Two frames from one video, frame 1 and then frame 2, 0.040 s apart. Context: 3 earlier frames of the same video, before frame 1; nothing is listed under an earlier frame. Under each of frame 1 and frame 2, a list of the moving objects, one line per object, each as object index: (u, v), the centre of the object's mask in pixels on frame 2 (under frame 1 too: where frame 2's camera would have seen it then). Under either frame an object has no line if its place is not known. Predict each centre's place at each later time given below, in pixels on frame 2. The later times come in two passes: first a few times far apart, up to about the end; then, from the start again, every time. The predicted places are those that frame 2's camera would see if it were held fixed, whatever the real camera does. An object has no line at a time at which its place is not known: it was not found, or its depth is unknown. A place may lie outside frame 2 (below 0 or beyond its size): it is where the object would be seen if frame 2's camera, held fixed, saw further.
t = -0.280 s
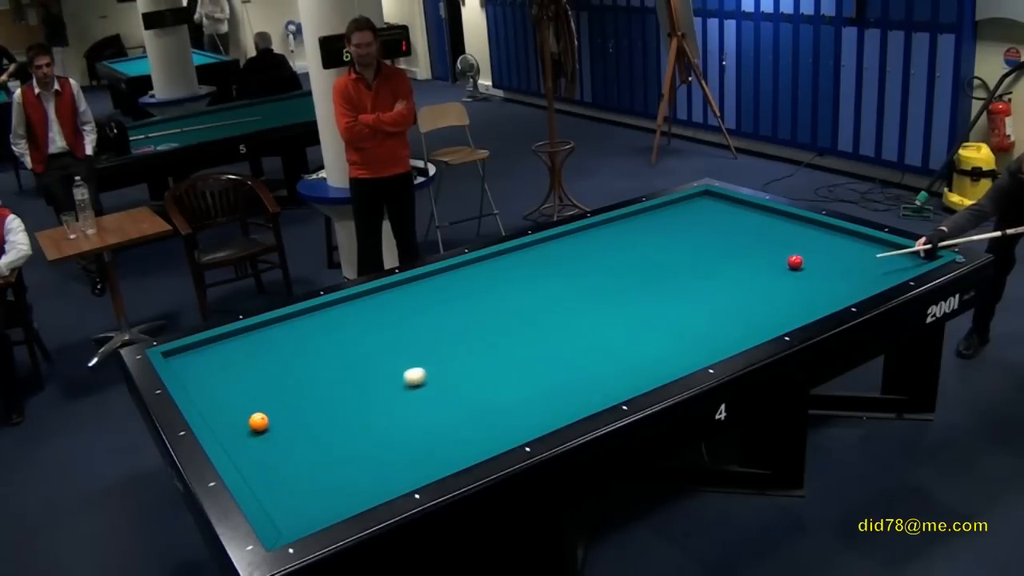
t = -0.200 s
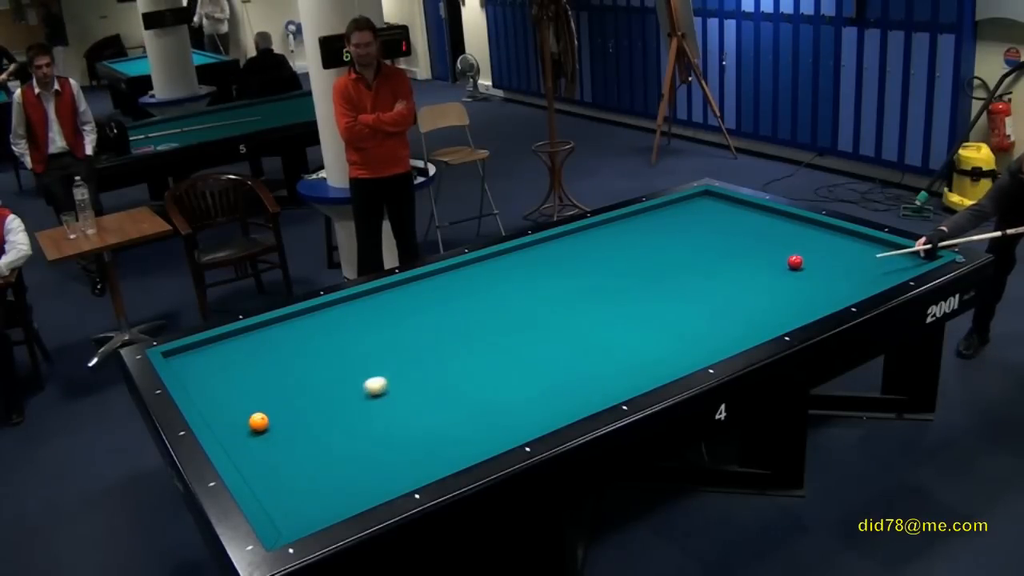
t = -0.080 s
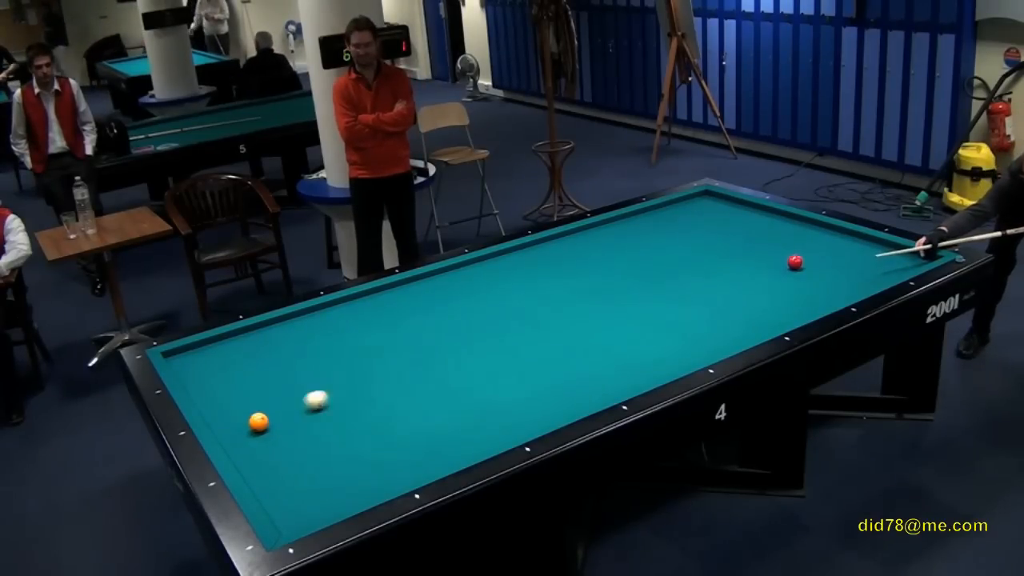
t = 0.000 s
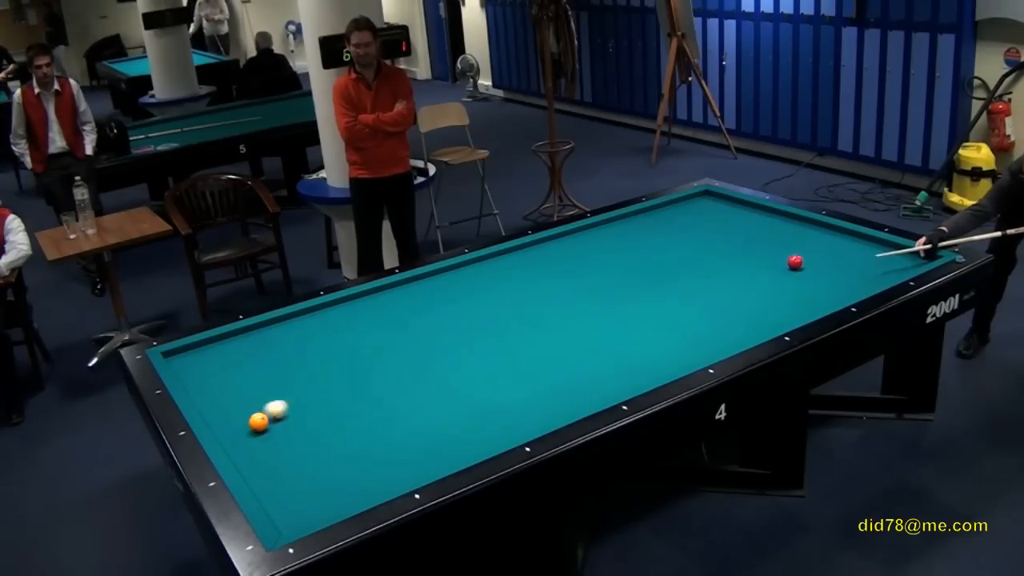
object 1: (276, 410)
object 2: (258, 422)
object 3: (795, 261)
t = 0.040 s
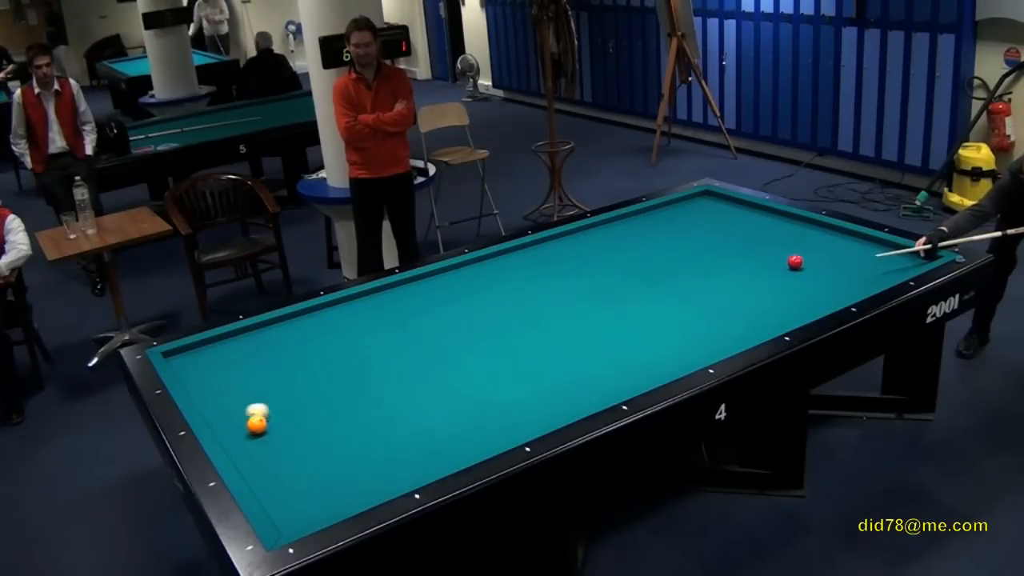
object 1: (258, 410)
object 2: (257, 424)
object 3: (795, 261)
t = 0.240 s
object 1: (226, 398)
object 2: (242, 443)
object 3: (795, 261)
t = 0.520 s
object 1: (262, 355)
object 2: (250, 455)
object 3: (795, 261)
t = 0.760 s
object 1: (285, 325)
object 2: (269, 459)
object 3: (795, 262)
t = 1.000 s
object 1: (325, 314)
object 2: (287, 463)
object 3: (795, 261)
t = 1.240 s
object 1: (375, 311)
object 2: (305, 468)
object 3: (795, 261)
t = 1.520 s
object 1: (432, 307)
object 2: (326, 472)
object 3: (795, 261)
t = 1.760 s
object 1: (480, 304)
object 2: (344, 477)
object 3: (795, 261)
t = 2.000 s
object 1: (527, 301)
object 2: (361, 480)
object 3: (795, 261)
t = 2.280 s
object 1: (582, 297)
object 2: (380, 484)
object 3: (795, 261)
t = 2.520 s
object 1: (630, 295)
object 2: (389, 481)
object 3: (795, 261)
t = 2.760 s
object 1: (676, 292)
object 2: (392, 476)
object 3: (795, 261)
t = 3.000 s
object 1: (722, 289)
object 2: (394, 471)
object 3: (795, 261)
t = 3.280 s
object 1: (774, 286)
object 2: (395, 465)
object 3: (795, 262)
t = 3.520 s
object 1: (817, 283)
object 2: (397, 460)
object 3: (795, 262)
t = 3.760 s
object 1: (860, 280)
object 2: (398, 456)
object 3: (795, 262)
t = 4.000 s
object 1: (890, 274)
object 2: (399, 453)
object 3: (795, 262)
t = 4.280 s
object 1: (898, 264)
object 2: (400, 449)
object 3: (795, 262)
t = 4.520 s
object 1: (903, 255)
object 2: (400, 447)
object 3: (795, 262)
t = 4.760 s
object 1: (902, 250)
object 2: (401, 445)
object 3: (795, 262)
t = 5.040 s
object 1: (887, 252)
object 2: (401, 444)
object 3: (795, 262)
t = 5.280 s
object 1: (875, 253)
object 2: (401, 443)
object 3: (795, 262)
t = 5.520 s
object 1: (863, 255)
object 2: (401, 442)
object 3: (795, 261)
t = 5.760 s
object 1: (852, 256)
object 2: (401, 442)
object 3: (795, 261)
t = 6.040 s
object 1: (839, 257)
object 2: (401, 442)
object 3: (795, 262)
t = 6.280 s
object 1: (829, 259)
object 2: (401, 442)
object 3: (795, 262)
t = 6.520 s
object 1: (820, 260)
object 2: (401, 442)
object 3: (795, 262)
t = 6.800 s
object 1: (810, 261)
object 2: (401, 442)
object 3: (794, 262)
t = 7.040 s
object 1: (808, 261)
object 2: (401, 442)
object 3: (790, 262)
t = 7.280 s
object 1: (807, 261)
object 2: (401, 442)
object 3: (786, 262)
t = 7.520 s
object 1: (807, 262)
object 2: (401, 442)
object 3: (782, 263)
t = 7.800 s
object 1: (807, 262)
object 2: (401, 442)
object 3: (778, 263)
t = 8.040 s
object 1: (807, 262)
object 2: (401, 442)
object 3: (776, 263)
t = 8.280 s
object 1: (807, 262)
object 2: (401, 442)
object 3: (774, 263)
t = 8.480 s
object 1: (807, 262)
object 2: (401, 442)
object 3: (773, 263)
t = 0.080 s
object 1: (240, 413)
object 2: (253, 428)
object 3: (795, 261)
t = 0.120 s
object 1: (223, 414)
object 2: (250, 433)
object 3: (795, 261)
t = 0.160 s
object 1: (210, 414)
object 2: (247, 436)
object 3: (795, 261)
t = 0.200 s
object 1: (218, 406)
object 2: (244, 440)
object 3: (795, 261)
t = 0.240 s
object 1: (226, 398)
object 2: (242, 443)
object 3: (795, 261)
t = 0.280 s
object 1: (233, 391)
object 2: (239, 447)
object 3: (795, 261)
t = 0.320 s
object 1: (239, 384)
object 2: (237, 450)
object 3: (795, 261)
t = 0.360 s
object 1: (245, 378)
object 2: (237, 453)
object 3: (795, 261)
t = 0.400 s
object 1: (249, 372)
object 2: (240, 453)
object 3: (795, 261)
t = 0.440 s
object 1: (253, 366)
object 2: (244, 454)
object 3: (795, 261)
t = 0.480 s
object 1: (258, 361)
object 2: (247, 455)
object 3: (795, 261)
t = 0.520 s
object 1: (262, 355)
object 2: (250, 455)
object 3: (795, 261)
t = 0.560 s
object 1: (266, 350)
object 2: (253, 456)
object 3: (795, 262)
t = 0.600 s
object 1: (270, 344)
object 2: (256, 457)
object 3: (795, 261)
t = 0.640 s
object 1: (274, 339)
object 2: (260, 457)
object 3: (795, 261)
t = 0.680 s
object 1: (278, 334)
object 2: (263, 458)
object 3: (795, 262)
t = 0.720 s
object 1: (281, 329)
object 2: (266, 458)
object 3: (795, 262)
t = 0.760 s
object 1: (285, 325)
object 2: (269, 459)
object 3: (795, 262)
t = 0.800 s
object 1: (289, 320)
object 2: (272, 460)
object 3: (795, 262)
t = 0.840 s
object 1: (292, 316)
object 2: (275, 461)
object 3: (795, 262)
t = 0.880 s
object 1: (300, 315)
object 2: (278, 461)
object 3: (795, 261)
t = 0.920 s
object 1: (309, 315)
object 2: (281, 462)
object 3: (795, 261)
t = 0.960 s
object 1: (317, 315)
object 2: (284, 463)
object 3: (795, 261)
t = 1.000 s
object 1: (325, 314)
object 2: (287, 463)
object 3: (795, 261)
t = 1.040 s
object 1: (334, 313)
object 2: (290, 464)
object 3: (795, 261)
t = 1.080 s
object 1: (342, 313)
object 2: (293, 465)
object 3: (795, 261)
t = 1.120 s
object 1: (350, 312)
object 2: (296, 465)
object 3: (795, 261)
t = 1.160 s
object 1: (358, 312)
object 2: (299, 466)
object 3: (795, 261)
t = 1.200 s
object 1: (366, 311)
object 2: (302, 467)
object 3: (795, 261)
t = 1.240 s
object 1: (375, 311)
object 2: (305, 468)
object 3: (795, 261)
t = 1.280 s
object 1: (383, 310)
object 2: (308, 468)
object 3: (795, 261)
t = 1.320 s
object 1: (391, 310)
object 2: (311, 469)
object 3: (795, 261)
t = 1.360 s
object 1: (399, 309)
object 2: (314, 470)
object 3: (795, 261)
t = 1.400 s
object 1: (407, 309)
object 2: (317, 470)
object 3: (795, 261)
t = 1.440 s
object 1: (415, 308)
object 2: (320, 471)
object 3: (795, 261)
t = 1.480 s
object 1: (424, 308)
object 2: (323, 472)
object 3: (795, 261)
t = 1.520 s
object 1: (432, 307)
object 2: (326, 472)
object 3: (795, 261)
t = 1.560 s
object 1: (440, 307)
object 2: (329, 473)
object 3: (795, 261)
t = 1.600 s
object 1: (448, 306)
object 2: (333, 474)
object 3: (795, 261)
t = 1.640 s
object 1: (456, 305)
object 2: (335, 474)
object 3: (795, 261)
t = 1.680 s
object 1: (463, 305)
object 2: (338, 475)
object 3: (795, 261)
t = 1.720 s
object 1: (472, 304)
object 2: (341, 476)
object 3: (795, 261)
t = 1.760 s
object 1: (480, 304)
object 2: (344, 477)
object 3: (795, 261)
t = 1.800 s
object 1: (487, 303)
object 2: (347, 477)
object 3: (795, 262)
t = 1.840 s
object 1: (496, 303)
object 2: (350, 478)
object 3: (795, 261)
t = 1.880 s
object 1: (504, 303)
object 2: (353, 478)
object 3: (795, 262)
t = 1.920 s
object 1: (512, 302)
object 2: (355, 479)
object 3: (795, 261)
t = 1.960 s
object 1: (519, 302)
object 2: (358, 480)
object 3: (795, 262)
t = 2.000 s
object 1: (527, 301)
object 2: (361, 480)
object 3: (795, 261)
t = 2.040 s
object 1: (535, 300)
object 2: (364, 481)
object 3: (795, 262)
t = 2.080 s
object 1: (543, 300)
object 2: (367, 481)
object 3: (795, 261)
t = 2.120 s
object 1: (551, 299)
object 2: (369, 482)
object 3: (795, 262)
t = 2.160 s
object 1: (559, 299)
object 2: (372, 483)
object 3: (795, 261)
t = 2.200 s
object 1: (567, 298)
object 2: (375, 483)
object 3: (795, 261)
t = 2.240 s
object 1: (575, 298)
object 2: (377, 483)
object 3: (795, 261)
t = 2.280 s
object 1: (582, 297)
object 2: (380, 484)
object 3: (795, 261)
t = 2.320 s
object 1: (590, 297)
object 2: (383, 484)
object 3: (795, 261)
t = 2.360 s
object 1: (598, 296)
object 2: (385, 484)
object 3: (795, 261)
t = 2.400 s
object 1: (606, 296)
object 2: (388, 484)
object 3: (795, 262)
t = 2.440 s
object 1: (614, 295)
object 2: (388, 483)
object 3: (795, 262)
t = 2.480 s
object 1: (622, 295)
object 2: (389, 482)
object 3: (795, 261)
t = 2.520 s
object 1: (630, 295)
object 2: (389, 481)
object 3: (795, 261)
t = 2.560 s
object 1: (637, 294)
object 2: (390, 480)
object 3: (795, 262)
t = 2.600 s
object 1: (645, 294)
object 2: (390, 479)
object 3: (795, 262)
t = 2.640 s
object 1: (653, 293)
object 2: (391, 479)
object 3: (795, 262)
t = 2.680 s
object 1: (661, 293)
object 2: (391, 478)
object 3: (795, 261)
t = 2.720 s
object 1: (668, 292)
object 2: (391, 477)
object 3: (795, 261)
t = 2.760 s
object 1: (676, 292)
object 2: (392, 476)
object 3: (795, 261)
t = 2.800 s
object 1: (684, 291)
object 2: (392, 475)
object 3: (795, 261)
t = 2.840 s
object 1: (691, 291)
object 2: (392, 475)
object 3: (795, 261)
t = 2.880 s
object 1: (699, 290)
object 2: (393, 473)
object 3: (795, 261)
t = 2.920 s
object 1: (707, 290)
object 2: (393, 473)
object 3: (795, 261)
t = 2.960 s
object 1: (714, 289)
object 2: (393, 472)
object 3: (795, 261)
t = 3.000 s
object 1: (722, 289)
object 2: (394, 471)
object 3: (795, 261)
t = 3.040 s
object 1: (729, 288)
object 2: (394, 470)
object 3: (795, 261)
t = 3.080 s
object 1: (737, 288)
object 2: (394, 469)
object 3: (795, 261)
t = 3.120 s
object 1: (744, 287)
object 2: (394, 468)
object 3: (795, 262)
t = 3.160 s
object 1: (752, 287)
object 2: (395, 467)
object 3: (795, 262)
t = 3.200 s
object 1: (759, 286)
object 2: (395, 466)
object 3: (795, 262)
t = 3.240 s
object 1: (766, 286)
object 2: (395, 466)
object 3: (795, 262)
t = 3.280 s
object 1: (774, 286)
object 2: (395, 465)
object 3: (795, 262)
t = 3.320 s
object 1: (781, 285)
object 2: (395, 464)
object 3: (795, 262)
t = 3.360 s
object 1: (788, 285)
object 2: (396, 463)
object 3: (795, 262)
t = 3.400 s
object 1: (796, 284)
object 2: (396, 462)
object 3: (795, 262)
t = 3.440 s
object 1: (803, 283)
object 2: (396, 462)
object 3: (795, 262)
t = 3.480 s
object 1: (811, 283)
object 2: (396, 461)
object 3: (795, 262)
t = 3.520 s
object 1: (817, 283)
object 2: (397, 460)
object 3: (795, 262)
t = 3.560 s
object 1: (825, 282)
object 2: (397, 460)
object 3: (795, 262)
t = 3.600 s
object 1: (832, 282)
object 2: (397, 459)
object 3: (795, 262)
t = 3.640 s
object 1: (839, 281)
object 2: (397, 458)
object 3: (795, 262)
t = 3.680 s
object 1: (846, 281)
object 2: (398, 457)
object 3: (795, 262)
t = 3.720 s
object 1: (853, 280)
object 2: (398, 457)
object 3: (795, 262)
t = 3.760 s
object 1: (860, 280)
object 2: (398, 456)
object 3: (795, 262)
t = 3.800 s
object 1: (867, 279)
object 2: (398, 456)
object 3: (795, 262)
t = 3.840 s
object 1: (873, 279)
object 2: (398, 455)
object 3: (795, 262)
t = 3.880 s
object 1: (880, 278)
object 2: (398, 455)
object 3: (795, 262)
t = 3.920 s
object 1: (887, 276)
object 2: (399, 454)
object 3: (795, 262)
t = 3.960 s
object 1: (890, 275)
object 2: (399, 453)
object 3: (795, 262)
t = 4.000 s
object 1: (890, 274)
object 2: (399, 453)
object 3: (795, 262)
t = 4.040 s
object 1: (891, 272)
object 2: (399, 452)
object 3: (795, 262)
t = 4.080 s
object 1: (892, 271)
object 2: (399, 452)
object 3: (795, 262)
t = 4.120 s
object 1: (893, 270)
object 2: (399, 452)
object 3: (795, 262)
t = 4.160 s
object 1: (894, 268)
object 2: (399, 451)
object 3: (795, 262)
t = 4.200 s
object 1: (896, 267)
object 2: (400, 450)
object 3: (795, 262)
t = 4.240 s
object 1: (897, 265)
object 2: (400, 450)
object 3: (795, 262)
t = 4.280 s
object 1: (898, 264)
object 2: (400, 449)
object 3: (795, 262)
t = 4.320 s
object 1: (898, 262)
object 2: (400, 449)
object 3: (795, 262)
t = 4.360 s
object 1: (899, 261)
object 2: (400, 449)
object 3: (795, 262)
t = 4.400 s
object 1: (900, 259)
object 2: (400, 448)
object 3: (795, 262)
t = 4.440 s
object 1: (901, 258)
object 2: (400, 448)
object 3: (795, 262)
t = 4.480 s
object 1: (902, 257)
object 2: (400, 448)
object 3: (795, 262)
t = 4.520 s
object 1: (903, 255)
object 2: (400, 447)
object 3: (795, 262)
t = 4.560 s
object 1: (903, 254)
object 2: (401, 447)
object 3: (795, 262)
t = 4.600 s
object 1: (904, 252)
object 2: (401, 446)
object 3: (795, 262)
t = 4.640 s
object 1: (905, 251)
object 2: (401, 446)
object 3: (795, 262)
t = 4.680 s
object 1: (906, 249)
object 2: (401, 446)
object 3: (795, 262)
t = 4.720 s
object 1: (904, 249)
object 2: (401, 446)
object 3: (795, 262)
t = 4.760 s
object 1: (902, 250)
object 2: (401, 445)
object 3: (795, 262)
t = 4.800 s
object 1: (900, 250)
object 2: (401, 445)
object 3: (795, 262)
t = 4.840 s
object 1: (897, 250)
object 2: (401, 445)
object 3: (795, 262)
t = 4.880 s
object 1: (895, 251)
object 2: (401, 445)
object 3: (795, 262)
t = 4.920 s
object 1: (893, 251)
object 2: (401, 444)
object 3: (795, 262)
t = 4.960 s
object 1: (891, 251)
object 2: (401, 444)
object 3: (795, 262)
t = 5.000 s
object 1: (889, 251)
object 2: (401, 444)
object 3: (795, 262)
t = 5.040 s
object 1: (887, 252)
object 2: (401, 444)
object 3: (795, 262)
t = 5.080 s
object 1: (885, 252)
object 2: (401, 444)
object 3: (795, 262)
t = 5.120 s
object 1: (883, 252)
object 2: (401, 444)
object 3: (795, 262)
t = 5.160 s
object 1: (881, 252)
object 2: (401, 443)
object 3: (795, 262)
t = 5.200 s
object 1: (879, 253)
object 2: (401, 443)
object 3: (795, 262)
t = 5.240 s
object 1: (877, 253)
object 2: (401, 443)
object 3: (795, 261)
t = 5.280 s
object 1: (875, 253)
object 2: (401, 443)
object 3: (795, 262)
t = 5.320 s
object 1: (873, 253)
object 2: (401, 443)
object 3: (795, 262)
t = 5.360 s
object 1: (871, 254)
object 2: (401, 443)
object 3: (795, 262)
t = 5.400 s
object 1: (869, 254)
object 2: (401, 443)
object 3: (795, 262)
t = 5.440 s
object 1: (867, 254)
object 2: (401, 442)
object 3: (795, 262)
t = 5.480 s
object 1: (865, 255)
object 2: (401, 442)
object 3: (795, 262)
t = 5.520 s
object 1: (863, 255)
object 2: (401, 442)
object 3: (795, 261)
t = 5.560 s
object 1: (861, 255)
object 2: (401, 442)
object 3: (795, 261)
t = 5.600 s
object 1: (859, 255)
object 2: (401, 442)
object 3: (795, 261)
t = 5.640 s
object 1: (858, 255)
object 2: (401, 442)
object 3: (795, 262)
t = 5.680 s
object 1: (856, 256)
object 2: (401, 442)
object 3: (795, 261)
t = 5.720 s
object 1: (854, 256)
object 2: (401, 442)
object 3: (795, 262)
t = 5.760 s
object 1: (852, 256)
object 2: (401, 442)
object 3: (795, 261)
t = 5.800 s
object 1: (850, 256)
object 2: (401, 442)
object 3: (795, 262)
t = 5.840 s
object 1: (848, 256)
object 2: (401, 442)
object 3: (795, 262)
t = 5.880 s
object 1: (847, 257)
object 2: (401, 442)
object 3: (795, 262)
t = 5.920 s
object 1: (845, 257)
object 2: (401, 442)
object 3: (795, 262)
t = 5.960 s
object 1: (843, 257)
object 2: (401, 442)
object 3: (795, 262)
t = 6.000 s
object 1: (841, 257)
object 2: (401, 442)
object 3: (795, 262)
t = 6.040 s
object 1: (839, 257)
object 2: (401, 442)
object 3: (795, 262)
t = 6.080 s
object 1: (838, 258)
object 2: (401, 442)
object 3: (795, 261)
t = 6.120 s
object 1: (836, 258)
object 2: (401, 442)
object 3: (795, 262)
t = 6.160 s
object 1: (834, 258)
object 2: (401, 442)
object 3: (795, 261)
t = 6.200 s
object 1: (833, 258)
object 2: (401, 442)
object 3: (795, 262)
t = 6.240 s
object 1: (831, 258)
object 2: (401, 442)
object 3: (795, 262)
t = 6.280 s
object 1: (829, 259)
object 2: (401, 442)
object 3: (795, 262)
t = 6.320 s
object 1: (828, 259)
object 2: (401, 442)
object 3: (795, 262)
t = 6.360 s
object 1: (826, 259)
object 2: (401, 442)
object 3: (795, 262)
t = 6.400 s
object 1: (825, 259)
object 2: (401, 442)
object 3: (795, 262)
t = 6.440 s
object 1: (823, 259)
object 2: (401, 442)
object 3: (795, 262)
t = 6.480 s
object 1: (821, 260)
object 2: (401, 442)
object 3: (795, 262)
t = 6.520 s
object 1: (820, 260)
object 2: (401, 442)
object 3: (795, 262)
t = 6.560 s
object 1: (818, 260)
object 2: (401, 442)
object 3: (795, 262)
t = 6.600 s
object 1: (817, 260)
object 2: (401, 442)
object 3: (795, 262)
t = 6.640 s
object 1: (815, 260)
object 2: (401, 442)
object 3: (795, 262)
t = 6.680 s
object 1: (813, 261)
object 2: (401, 442)
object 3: (795, 262)
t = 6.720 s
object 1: (812, 261)
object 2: (401, 442)
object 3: (795, 262)
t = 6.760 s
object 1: (811, 261)
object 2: (401, 443)
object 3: (795, 262)
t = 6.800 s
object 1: (810, 261)
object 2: (401, 442)
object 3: (794, 262)
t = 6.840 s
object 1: (810, 261)
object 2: (401, 442)
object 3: (793, 262)
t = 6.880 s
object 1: (809, 261)
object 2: (401, 442)
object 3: (793, 262)
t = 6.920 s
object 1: (809, 261)
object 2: (401, 442)
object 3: (792, 262)
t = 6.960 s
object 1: (808, 261)
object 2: (401, 443)
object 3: (792, 262)
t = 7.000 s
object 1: (808, 261)
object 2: (401, 442)
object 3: (791, 262)
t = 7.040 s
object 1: (808, 261)
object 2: (401, 442)
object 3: (790, 262)
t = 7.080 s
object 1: (808, 261)
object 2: (401, 443)
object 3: (789, 262)
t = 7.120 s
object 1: (808, 261)
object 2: (401, 443)
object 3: (788, 262)
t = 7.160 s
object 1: (808, 261)
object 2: (401, 443)
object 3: (788, 262)
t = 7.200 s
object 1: (807, 261)
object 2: (401, 442)
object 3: (787, 262)
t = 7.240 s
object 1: (807, 261)
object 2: (401, 442)
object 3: (786, 262)
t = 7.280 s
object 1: (807, 261)
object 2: (401, 442)
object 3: (786, 262)
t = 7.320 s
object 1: (807, 261)
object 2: (401, 442)
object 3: (785, 262)
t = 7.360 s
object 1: (807, 262)
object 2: (401, 442)
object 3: (784, 263)
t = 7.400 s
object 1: (807, 261)
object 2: (401, 442)
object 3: (784, 263)
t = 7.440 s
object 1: (807, 262)
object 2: (401, 442)
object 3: (783, 263)
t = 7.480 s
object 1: (807, 262)
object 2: (401, 442)
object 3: (782, 263)
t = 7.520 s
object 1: (807, 262)
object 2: (401, 442)
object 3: (782, 263)
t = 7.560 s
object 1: (807, 262)
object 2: (401, 442)
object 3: (781, 263)
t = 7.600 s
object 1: (807, 261)
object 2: (401, 442)
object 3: (781, 263)
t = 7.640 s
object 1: (807, 262)
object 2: (401, 442)
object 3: (780, 263)
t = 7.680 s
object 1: (807, 262)
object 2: (401, 442)
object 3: (780, 263)
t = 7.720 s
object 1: (807, 262)
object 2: (401, 442)
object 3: (779, 263)
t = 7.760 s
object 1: (807, 262)
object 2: (401, 442)
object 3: (779, 263)
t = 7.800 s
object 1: (807, 262)
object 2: (401, 442)
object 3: (778, 263)
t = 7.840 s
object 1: (807, 262)
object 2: (401, 442)
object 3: (777, 263)
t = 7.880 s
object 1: (807, 262)
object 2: (401, 442)
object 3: (777, 263)
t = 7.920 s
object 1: (807, 262)
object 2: (401, 442)
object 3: (777, 263)
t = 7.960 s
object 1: (807, 262)
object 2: (401, 442)
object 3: (776, 263)
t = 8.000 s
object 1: (807, 262)
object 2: (401, 442)
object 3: (776, 263)
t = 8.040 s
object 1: (807, 262)
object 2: (401, 442)
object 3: (776, 263)
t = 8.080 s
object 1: (807, 262)
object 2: (401, 442)
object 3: (775, 263)
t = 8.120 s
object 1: (807, 262)
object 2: (401, 442)
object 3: (775, 263)
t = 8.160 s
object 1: (807, 262)
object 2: (401, 442)
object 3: (775, 263)
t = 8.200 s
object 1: (807, 262)
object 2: (401, 442)
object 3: (775, 263)
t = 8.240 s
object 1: (807, 262)
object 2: (401, 442)
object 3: (774, 263)
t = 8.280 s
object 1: (807, 262)
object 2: (401, 442)
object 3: (774, 263)
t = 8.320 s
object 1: (807, 262)
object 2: (401, 442)
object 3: (774, 263)
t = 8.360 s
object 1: (807, 262)
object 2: (401, 442)
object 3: (773, 263)
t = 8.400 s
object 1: (807, 262)
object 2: (401, 442)
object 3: (773, 263)
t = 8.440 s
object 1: (807, 262)
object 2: (401, 442)
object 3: (773, 263)
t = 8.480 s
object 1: (807, 262)
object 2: (401, 442)
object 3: (773, 263)
